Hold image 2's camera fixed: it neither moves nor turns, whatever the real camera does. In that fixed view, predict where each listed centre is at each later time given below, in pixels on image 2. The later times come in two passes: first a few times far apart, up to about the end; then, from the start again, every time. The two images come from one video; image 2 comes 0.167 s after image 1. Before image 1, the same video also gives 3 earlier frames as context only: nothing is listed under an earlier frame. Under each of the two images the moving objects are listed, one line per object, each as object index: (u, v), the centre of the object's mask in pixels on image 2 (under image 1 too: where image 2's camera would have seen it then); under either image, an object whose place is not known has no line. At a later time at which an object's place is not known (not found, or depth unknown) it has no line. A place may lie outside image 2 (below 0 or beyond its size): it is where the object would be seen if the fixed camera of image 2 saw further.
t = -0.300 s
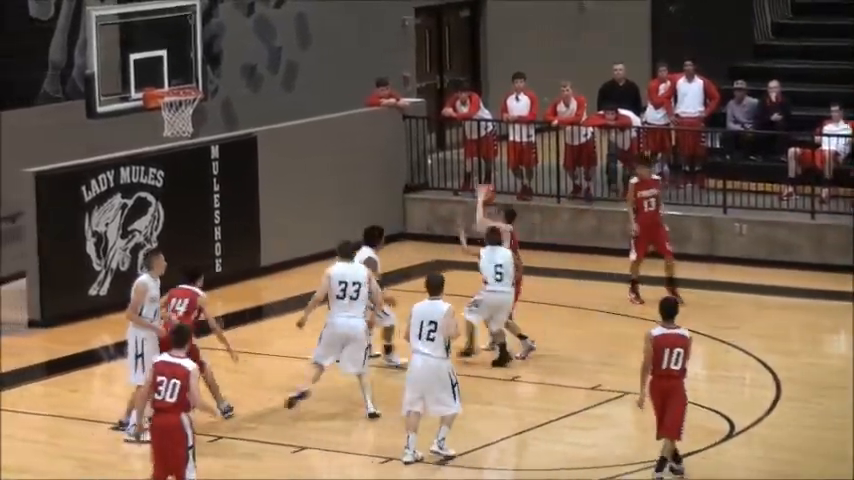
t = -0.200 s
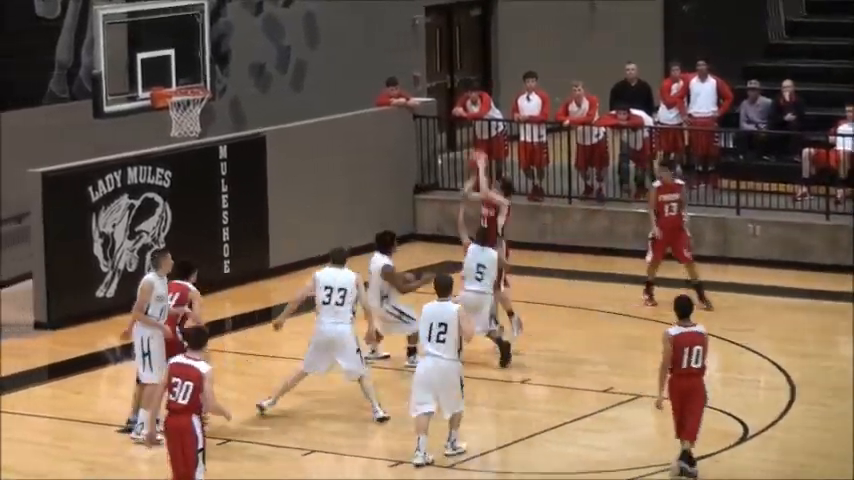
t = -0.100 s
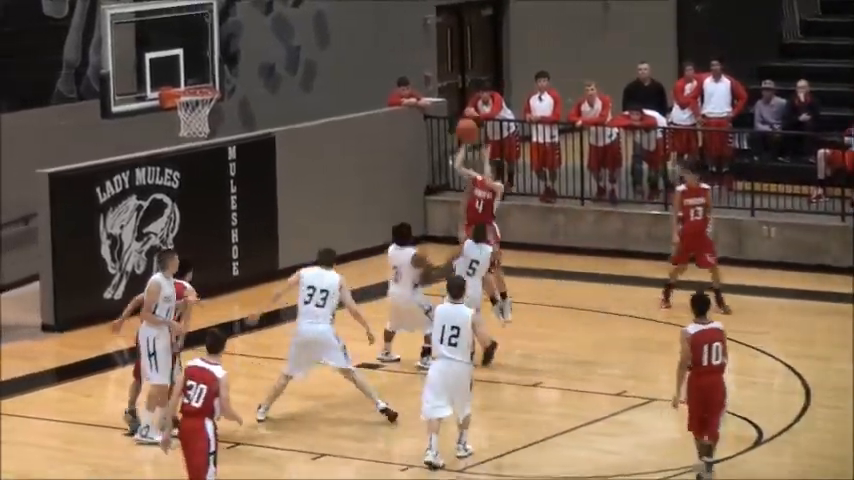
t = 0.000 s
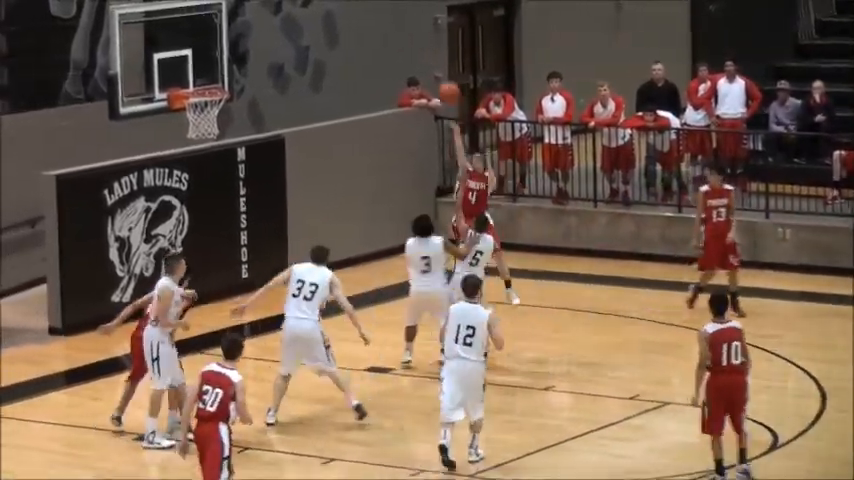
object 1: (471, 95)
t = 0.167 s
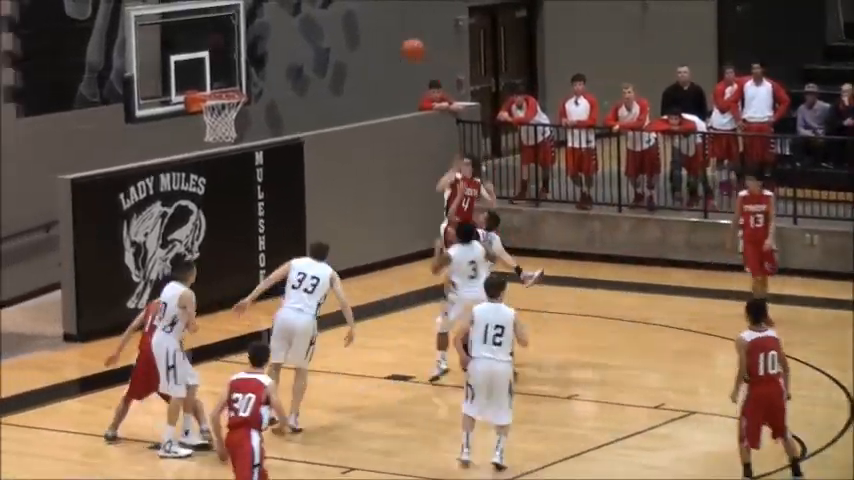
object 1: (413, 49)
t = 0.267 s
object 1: (380, 32)
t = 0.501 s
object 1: (299, 34)
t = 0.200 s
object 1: (402, 42)
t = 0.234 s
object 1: (391, 38)
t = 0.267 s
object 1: (380, 32)
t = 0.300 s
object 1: (368, 30)
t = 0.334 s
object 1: (356, 28)
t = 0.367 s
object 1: (344, 27)
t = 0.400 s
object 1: (333, 29)
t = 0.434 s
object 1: (322, 29)
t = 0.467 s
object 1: (312, 31)
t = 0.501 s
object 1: (299, 34)
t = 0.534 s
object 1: (287, 39)
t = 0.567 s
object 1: (275, 45)
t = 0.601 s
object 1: (263, 52)
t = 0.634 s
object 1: (253, 60)
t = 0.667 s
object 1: (242, 69)
